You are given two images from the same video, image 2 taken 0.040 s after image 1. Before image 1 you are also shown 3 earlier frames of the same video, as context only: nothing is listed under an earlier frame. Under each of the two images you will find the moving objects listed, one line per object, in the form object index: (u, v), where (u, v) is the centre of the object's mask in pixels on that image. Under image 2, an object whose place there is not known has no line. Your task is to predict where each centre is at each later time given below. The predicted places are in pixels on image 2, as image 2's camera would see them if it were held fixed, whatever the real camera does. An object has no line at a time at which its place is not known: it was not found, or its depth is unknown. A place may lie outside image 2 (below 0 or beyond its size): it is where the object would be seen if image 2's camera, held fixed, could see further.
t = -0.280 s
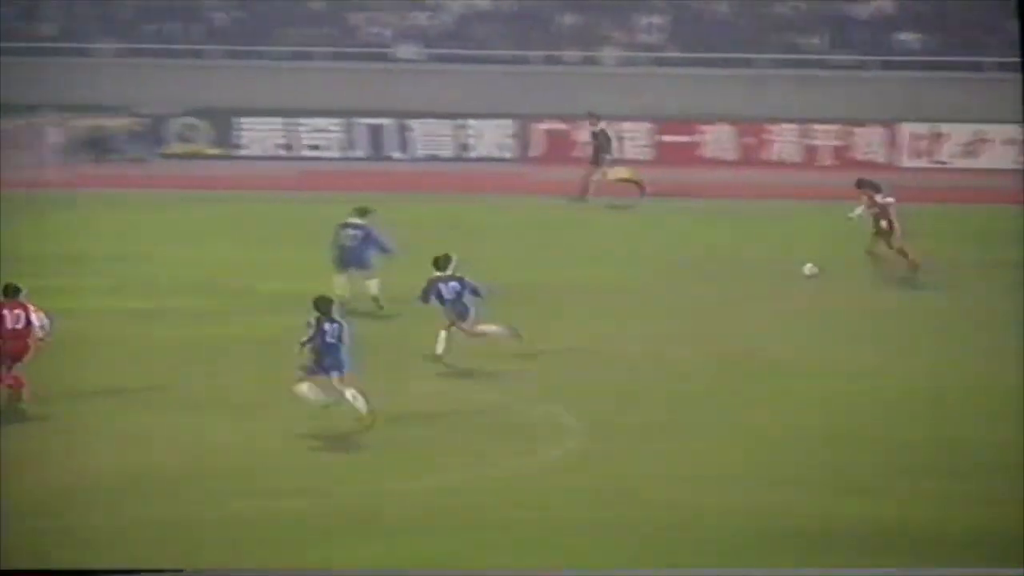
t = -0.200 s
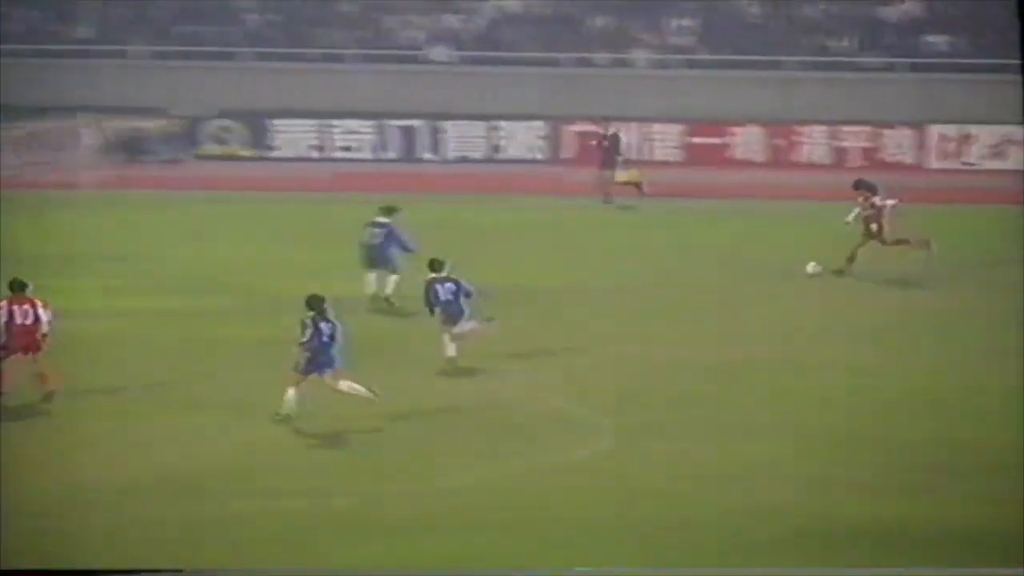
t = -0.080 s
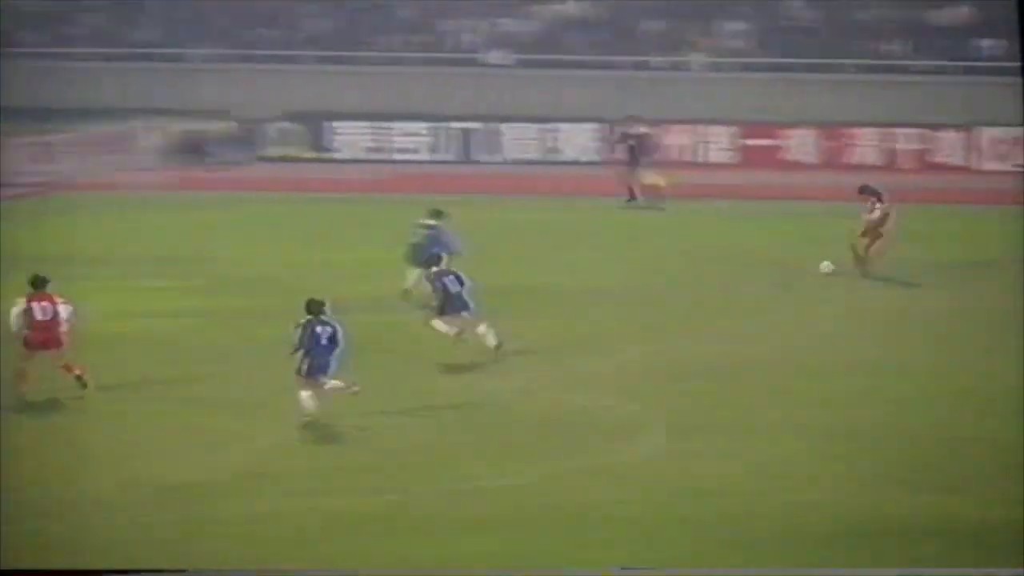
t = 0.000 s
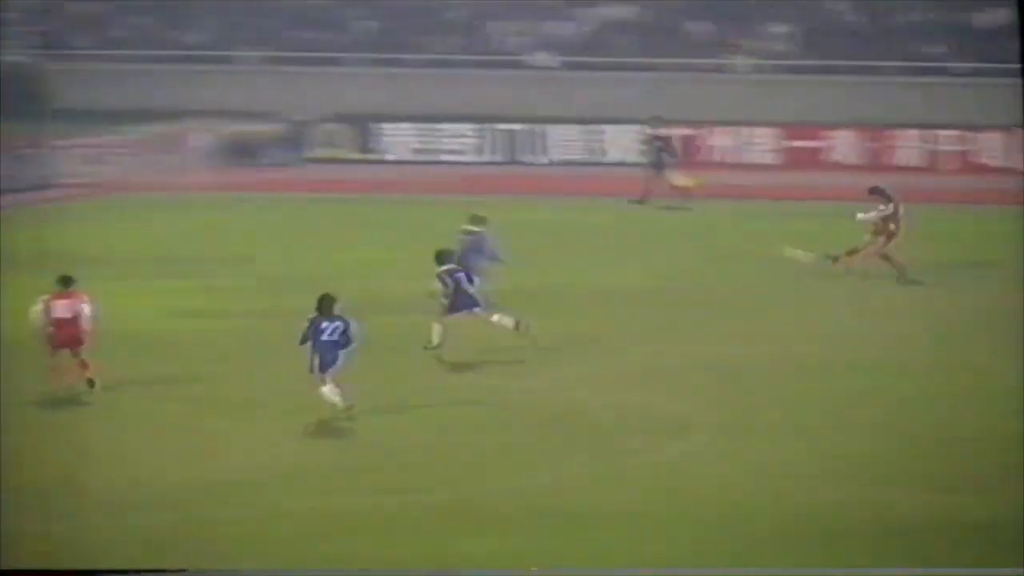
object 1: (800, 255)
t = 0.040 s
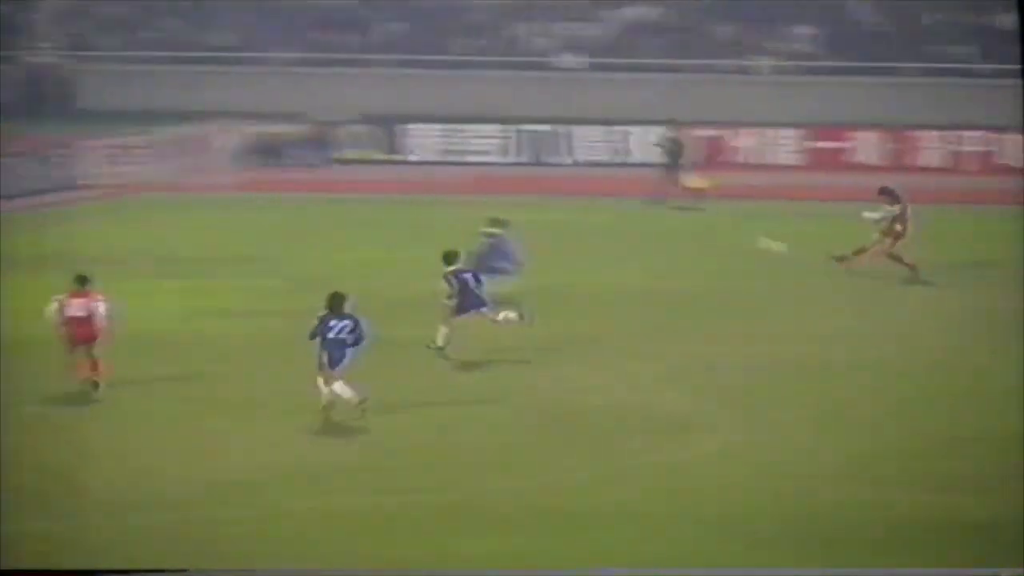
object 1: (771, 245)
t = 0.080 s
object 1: (725, 238)
